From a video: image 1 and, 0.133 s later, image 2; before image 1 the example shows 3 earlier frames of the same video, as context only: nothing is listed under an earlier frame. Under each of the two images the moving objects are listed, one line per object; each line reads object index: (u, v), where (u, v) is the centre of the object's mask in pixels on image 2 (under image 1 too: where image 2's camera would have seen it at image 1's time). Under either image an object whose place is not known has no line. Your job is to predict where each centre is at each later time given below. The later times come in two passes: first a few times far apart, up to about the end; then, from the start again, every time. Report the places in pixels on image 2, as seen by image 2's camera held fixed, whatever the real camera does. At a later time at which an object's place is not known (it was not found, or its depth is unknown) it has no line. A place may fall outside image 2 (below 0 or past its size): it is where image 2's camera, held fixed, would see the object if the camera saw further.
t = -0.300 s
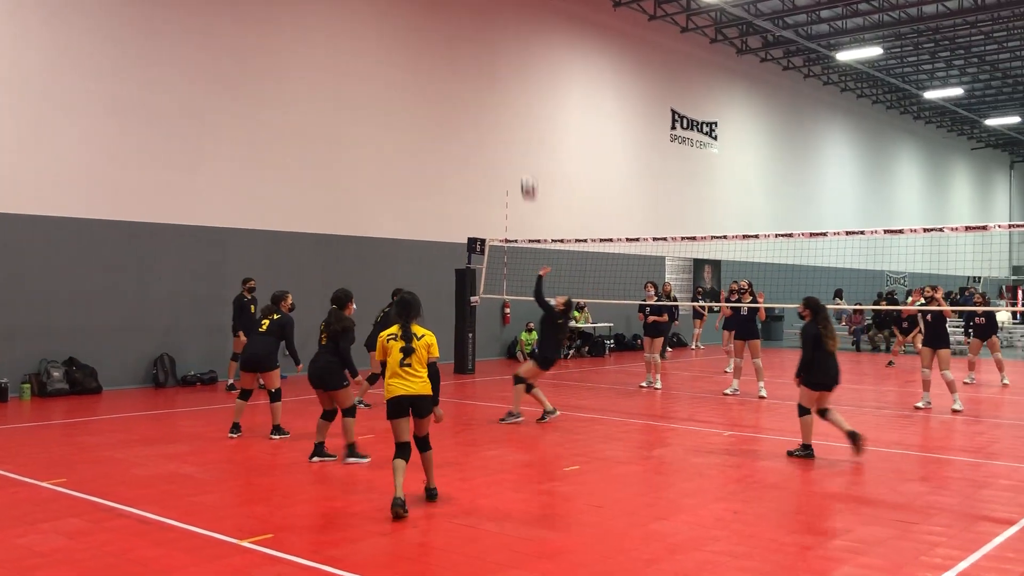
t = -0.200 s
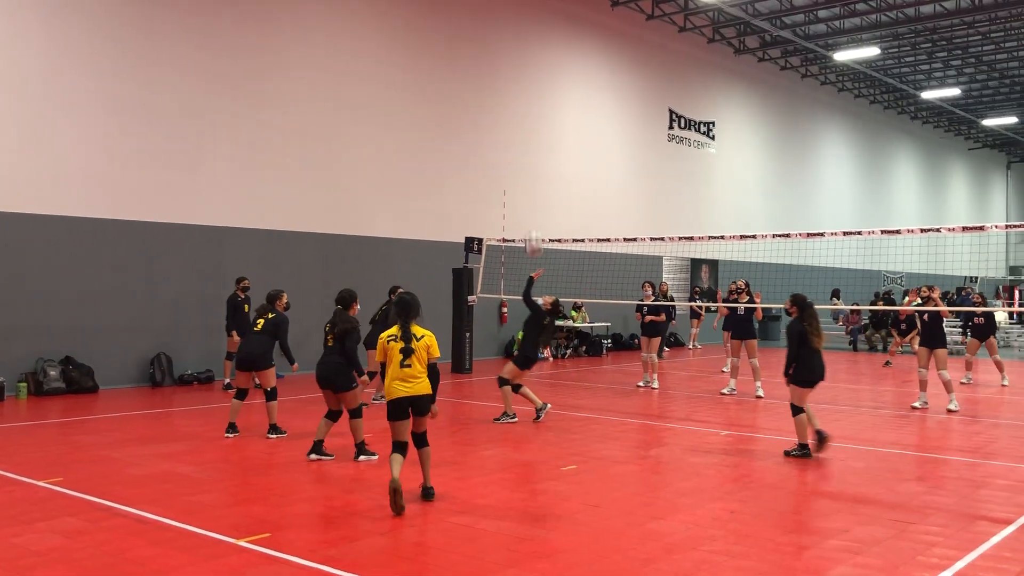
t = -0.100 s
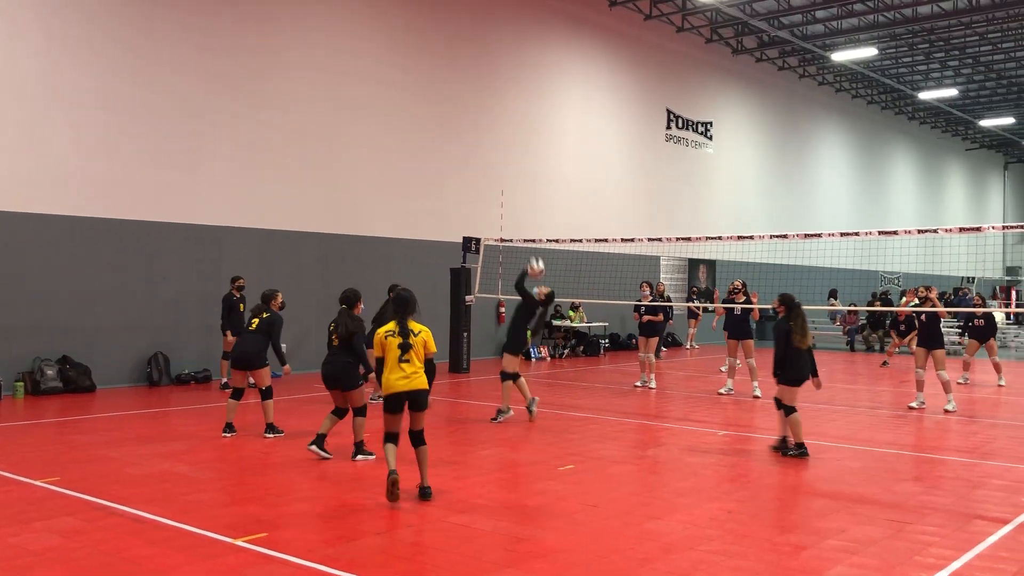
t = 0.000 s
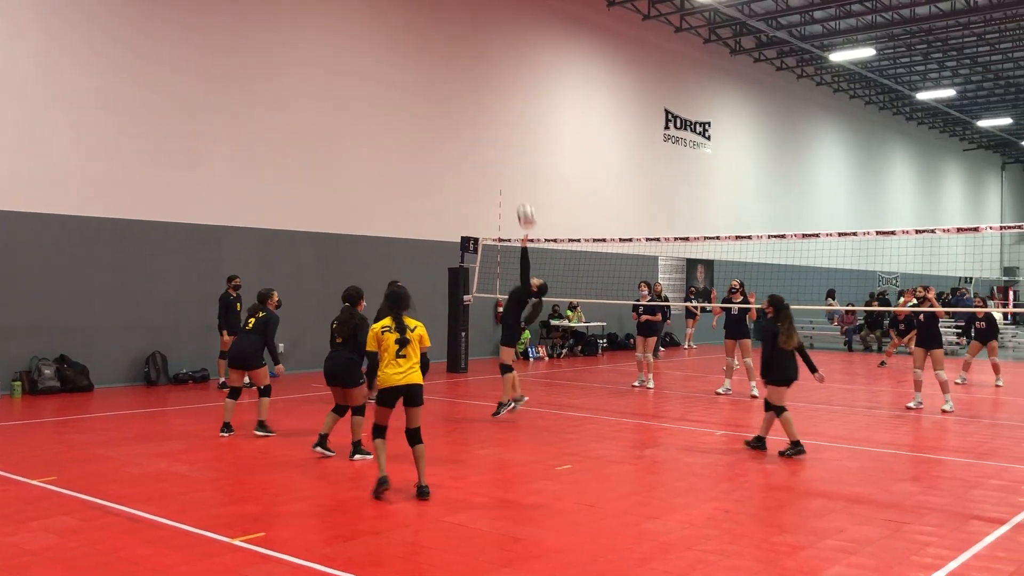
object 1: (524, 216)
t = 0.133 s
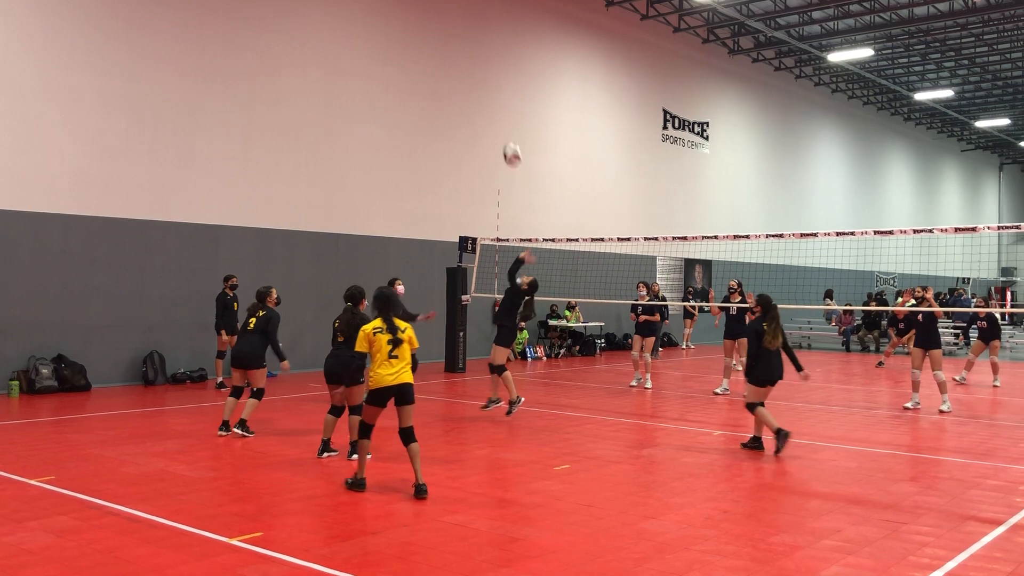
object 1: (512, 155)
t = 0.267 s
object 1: (499, 109)
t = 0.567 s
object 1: (470, 64)
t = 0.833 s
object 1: (444, 89)
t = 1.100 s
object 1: (418, 172)
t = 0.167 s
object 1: (509, 141)
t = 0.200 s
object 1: (505, 130)
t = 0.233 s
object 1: (502, 119)
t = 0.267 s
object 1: (499, 109)
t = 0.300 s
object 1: (496, 100)
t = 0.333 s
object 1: (493, 92)
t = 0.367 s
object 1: (489, 85)
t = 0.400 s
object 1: (486, 79)
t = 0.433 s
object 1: (483, 74)
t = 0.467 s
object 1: (480, 70)
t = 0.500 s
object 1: (477, 67)
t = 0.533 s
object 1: (473, 65)
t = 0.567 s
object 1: (470, 64)
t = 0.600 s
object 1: (467, 64)
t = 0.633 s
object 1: (464, 65)
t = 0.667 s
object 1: (460, 67)
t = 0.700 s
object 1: (457, 70)
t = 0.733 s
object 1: (453, 73)
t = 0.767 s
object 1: (451, 77)
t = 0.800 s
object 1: (447, 83)
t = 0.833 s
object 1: (444, 89)
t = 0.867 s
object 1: (441, 96)
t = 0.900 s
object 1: (438, 104)
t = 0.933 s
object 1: (435, 114)
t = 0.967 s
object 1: (431, 123)
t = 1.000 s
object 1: (428, 134)
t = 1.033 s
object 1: (425, 145)
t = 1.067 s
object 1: (422, 158)
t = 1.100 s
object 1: (418, 172)
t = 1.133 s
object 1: (416, 186)
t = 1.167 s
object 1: (413, 201)
